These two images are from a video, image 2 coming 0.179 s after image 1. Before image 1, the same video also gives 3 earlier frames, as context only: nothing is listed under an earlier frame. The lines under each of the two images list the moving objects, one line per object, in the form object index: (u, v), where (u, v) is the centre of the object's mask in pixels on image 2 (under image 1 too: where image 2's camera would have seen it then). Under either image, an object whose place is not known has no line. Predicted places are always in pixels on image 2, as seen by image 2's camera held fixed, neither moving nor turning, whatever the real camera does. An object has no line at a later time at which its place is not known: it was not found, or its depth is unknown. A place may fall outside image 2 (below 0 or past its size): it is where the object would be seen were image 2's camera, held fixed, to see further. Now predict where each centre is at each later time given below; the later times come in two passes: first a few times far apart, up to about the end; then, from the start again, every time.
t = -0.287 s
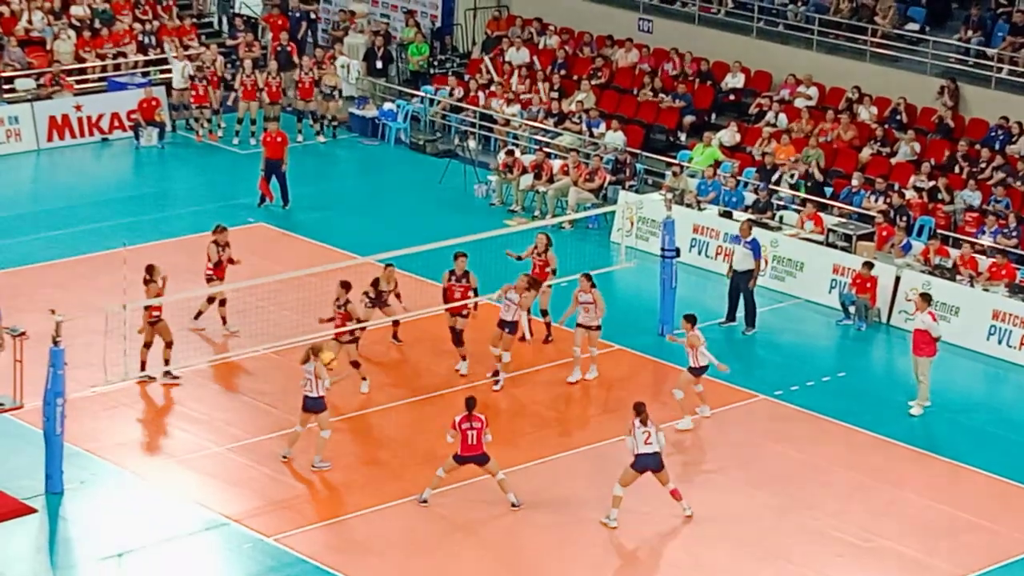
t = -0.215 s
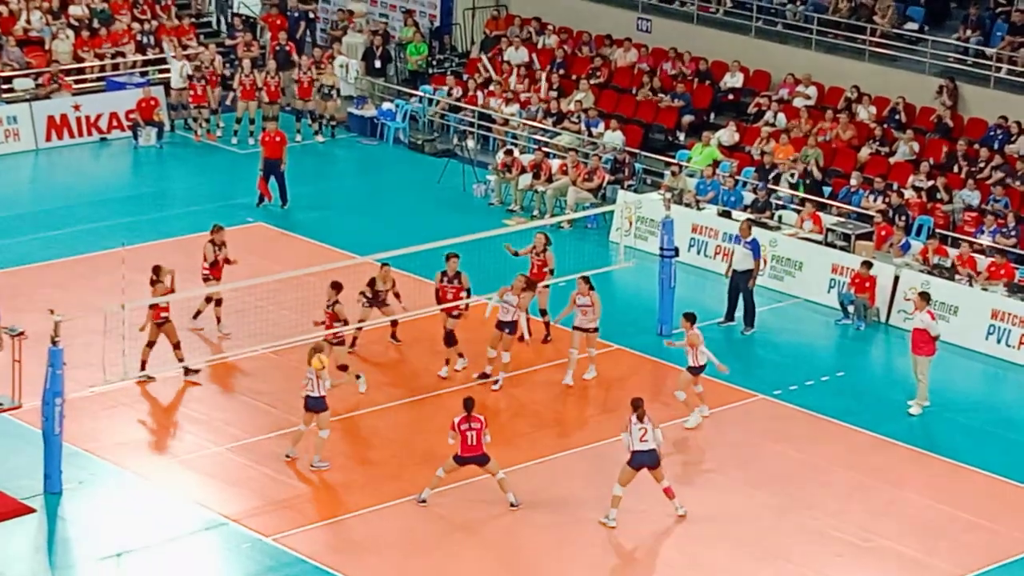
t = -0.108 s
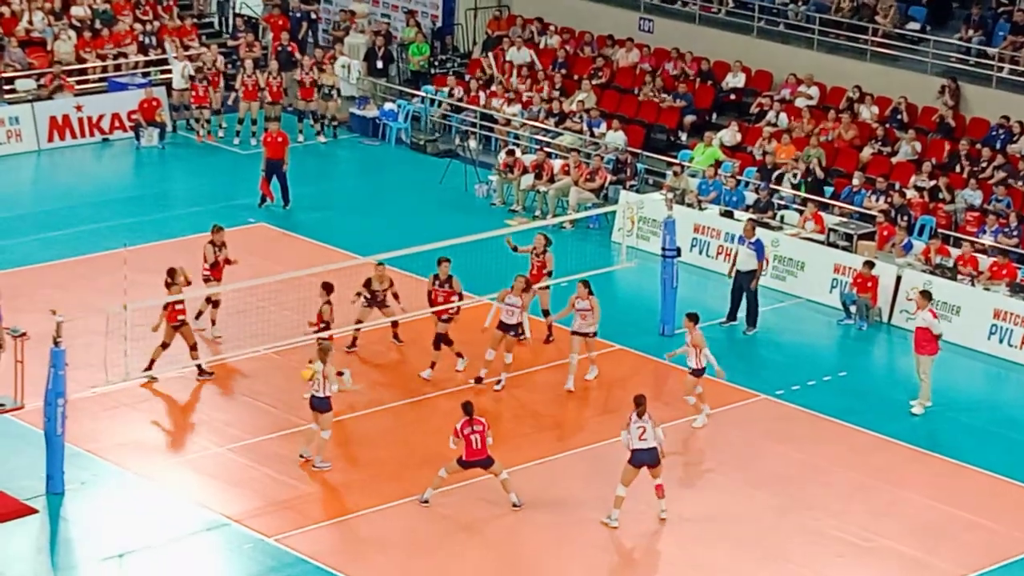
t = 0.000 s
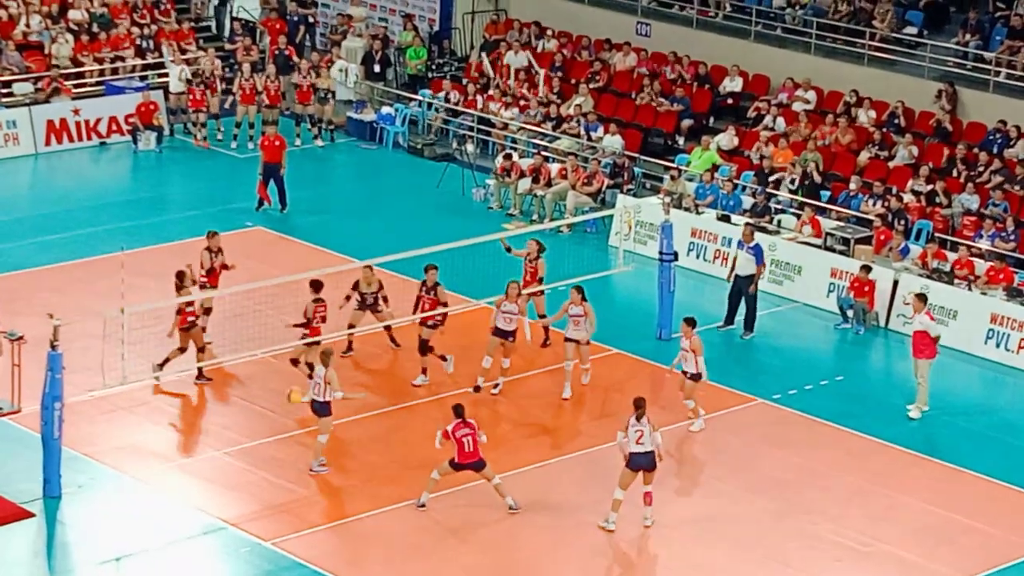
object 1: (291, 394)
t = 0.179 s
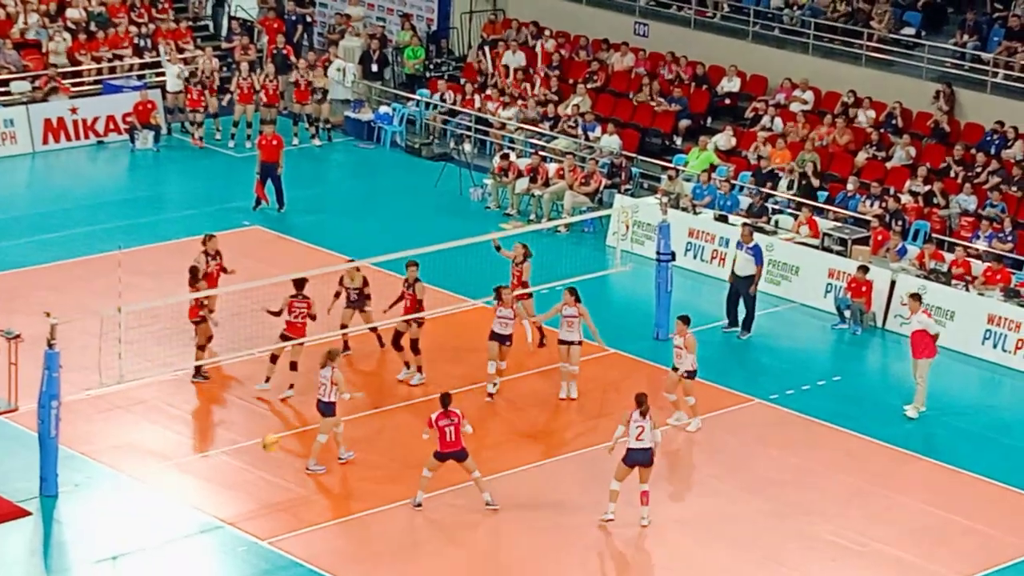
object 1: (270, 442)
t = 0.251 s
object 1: (259, 469)
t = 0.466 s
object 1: (235, 562)
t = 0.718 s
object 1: (199, 520)
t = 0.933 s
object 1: (167, 519)
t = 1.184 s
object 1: (125, 562)
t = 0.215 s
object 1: (264, 455)
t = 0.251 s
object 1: (259, 469)
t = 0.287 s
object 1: (257, 483)
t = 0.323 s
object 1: (252, 498)
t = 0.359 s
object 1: (247, 515)
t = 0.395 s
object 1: (243, 531)
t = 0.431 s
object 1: (239, 549)
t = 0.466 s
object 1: (235, 562)
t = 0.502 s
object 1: (230, 554)
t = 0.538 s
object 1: (225, 546)
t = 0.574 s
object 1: (220, 539)
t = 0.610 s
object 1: (215, 533)
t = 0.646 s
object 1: (210, 528)
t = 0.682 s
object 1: (205, 524)
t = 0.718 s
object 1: (199, 520)
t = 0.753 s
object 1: (194, 517)
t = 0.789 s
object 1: (189, 516)
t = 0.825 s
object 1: (183, 515)
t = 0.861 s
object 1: (178, 516)
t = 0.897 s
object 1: (172, 517)
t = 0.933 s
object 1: (167, 519)
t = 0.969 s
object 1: (160, 522)
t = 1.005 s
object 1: (155, 526)
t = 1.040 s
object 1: (149, 531)
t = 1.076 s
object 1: (144, 538)
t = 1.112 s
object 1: (137, 545)
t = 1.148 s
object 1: (132, 553)
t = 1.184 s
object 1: (125, 562)
